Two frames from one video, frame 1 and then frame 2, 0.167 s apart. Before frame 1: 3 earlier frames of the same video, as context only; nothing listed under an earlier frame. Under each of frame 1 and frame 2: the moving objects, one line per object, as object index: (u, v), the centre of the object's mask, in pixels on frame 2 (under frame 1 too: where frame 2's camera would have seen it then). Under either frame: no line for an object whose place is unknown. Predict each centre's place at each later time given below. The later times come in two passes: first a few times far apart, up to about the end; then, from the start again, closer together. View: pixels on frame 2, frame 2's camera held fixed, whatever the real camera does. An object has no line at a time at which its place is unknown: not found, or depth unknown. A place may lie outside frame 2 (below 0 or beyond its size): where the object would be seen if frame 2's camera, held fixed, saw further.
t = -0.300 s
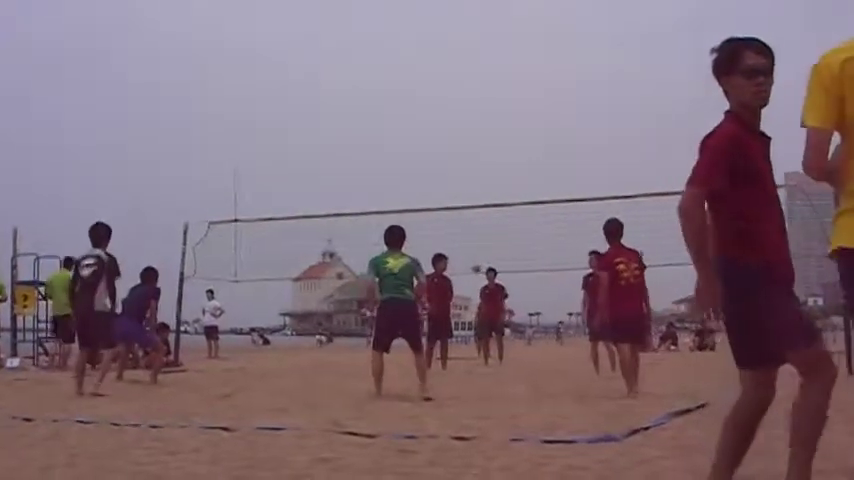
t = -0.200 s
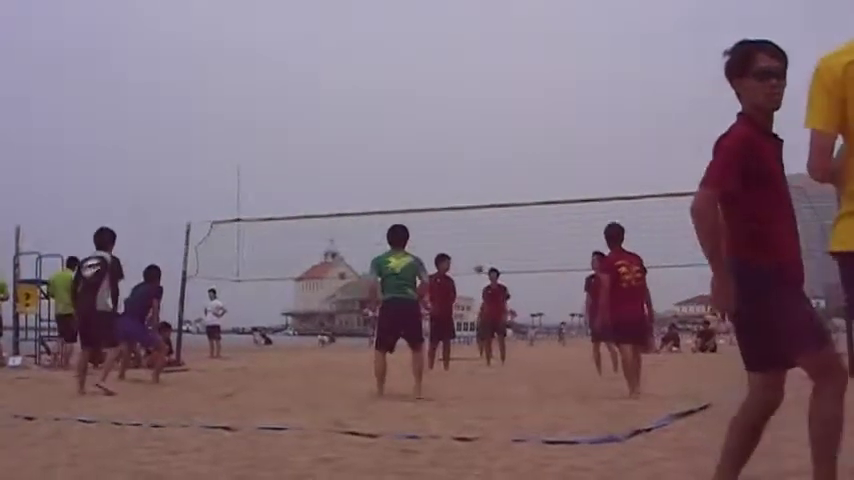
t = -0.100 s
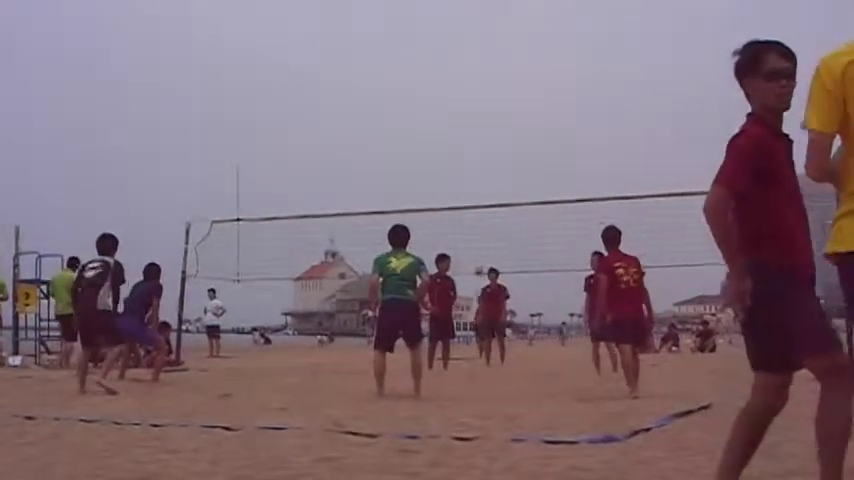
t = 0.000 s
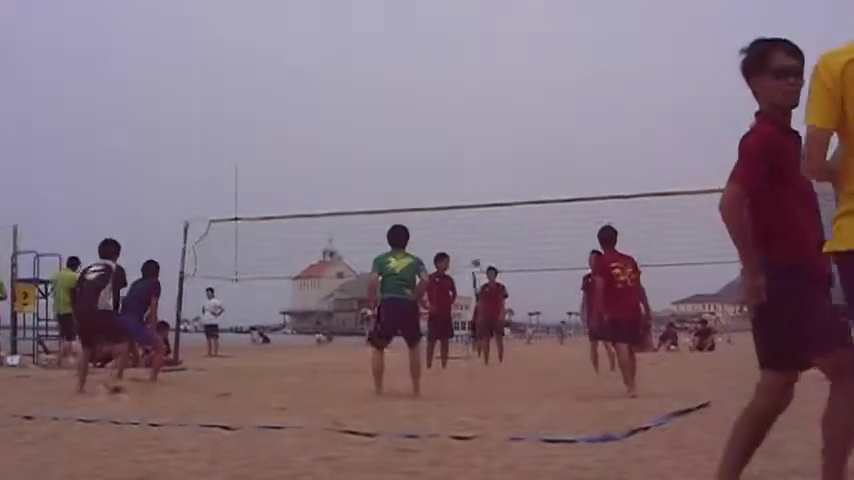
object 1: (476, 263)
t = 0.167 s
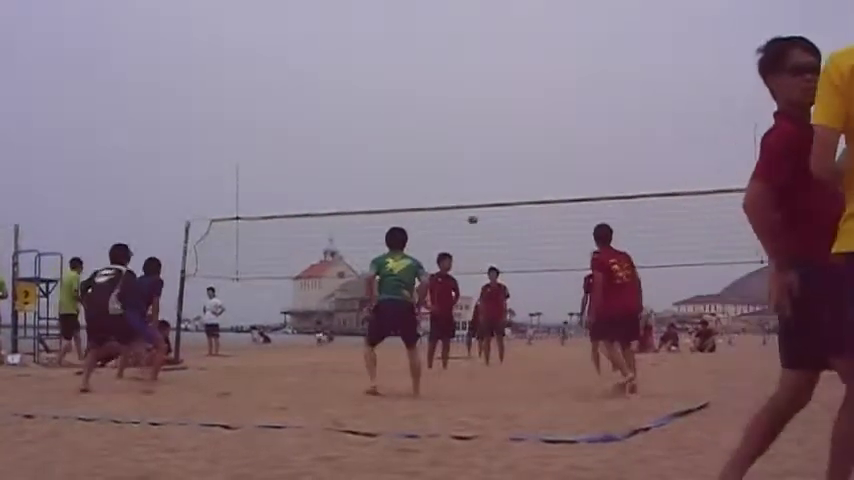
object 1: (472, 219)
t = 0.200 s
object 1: (472, 212)
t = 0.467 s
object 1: (474, 165)
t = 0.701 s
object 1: (490, 150)
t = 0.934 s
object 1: (523, 174)
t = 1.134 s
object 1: (565, 245)
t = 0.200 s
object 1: (472, 212)
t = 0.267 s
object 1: (471, 197)
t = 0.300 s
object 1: (471, 190)
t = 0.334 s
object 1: (471, 184)
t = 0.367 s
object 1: (472, 178)
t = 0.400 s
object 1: (472, 173)
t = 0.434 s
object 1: (474, 168)
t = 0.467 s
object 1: (474, 165)
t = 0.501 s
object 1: (475, 160)
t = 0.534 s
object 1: (478, 157)
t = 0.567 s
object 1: (480, 154)
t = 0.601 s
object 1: (482, 152)
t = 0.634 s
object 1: (485, 151)
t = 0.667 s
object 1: (488, 150)
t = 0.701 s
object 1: (490, 150)
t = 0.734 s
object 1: (494, 150)
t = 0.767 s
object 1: (498, 152)
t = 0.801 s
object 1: (503, 154)
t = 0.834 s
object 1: (507, 159)
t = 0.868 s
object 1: (511, 162)
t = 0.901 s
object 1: (517, 168)
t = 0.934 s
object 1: (523, 174)
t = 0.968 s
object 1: (529, 183)
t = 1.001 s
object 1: (535, 191)
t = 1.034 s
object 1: (541, 202)
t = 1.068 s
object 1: (549, 214)
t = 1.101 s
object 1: (557, 229)
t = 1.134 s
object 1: (565, 245)
